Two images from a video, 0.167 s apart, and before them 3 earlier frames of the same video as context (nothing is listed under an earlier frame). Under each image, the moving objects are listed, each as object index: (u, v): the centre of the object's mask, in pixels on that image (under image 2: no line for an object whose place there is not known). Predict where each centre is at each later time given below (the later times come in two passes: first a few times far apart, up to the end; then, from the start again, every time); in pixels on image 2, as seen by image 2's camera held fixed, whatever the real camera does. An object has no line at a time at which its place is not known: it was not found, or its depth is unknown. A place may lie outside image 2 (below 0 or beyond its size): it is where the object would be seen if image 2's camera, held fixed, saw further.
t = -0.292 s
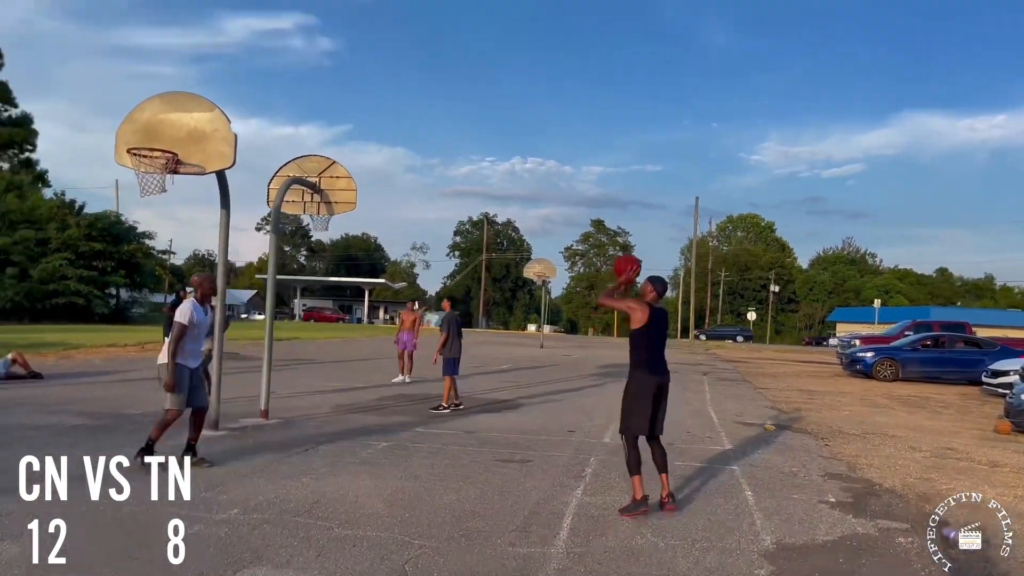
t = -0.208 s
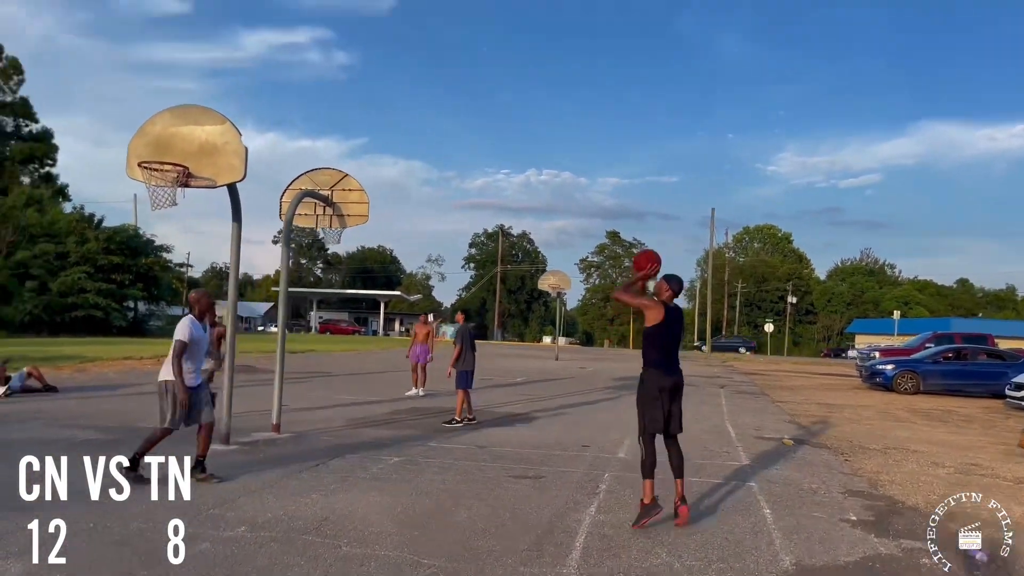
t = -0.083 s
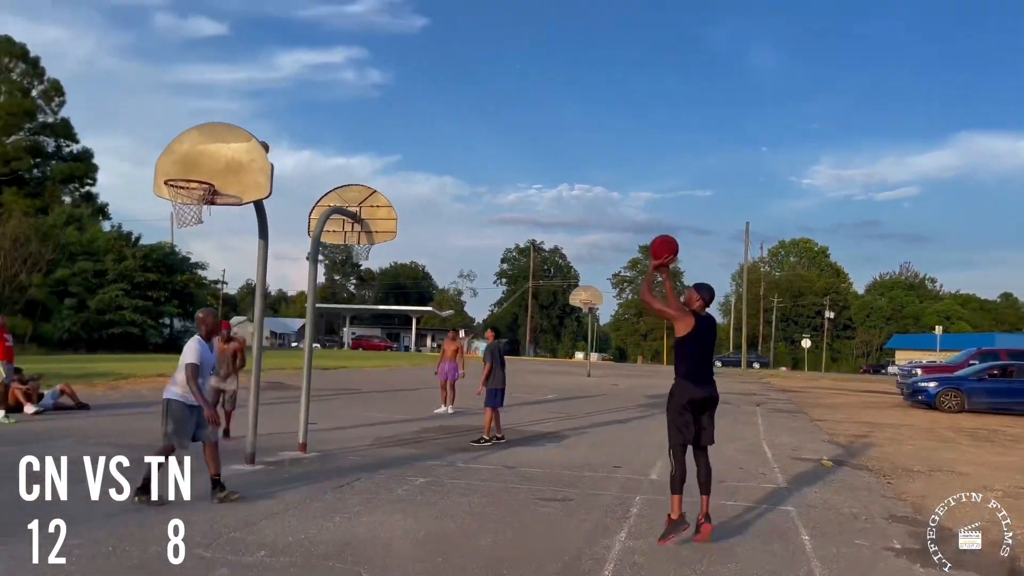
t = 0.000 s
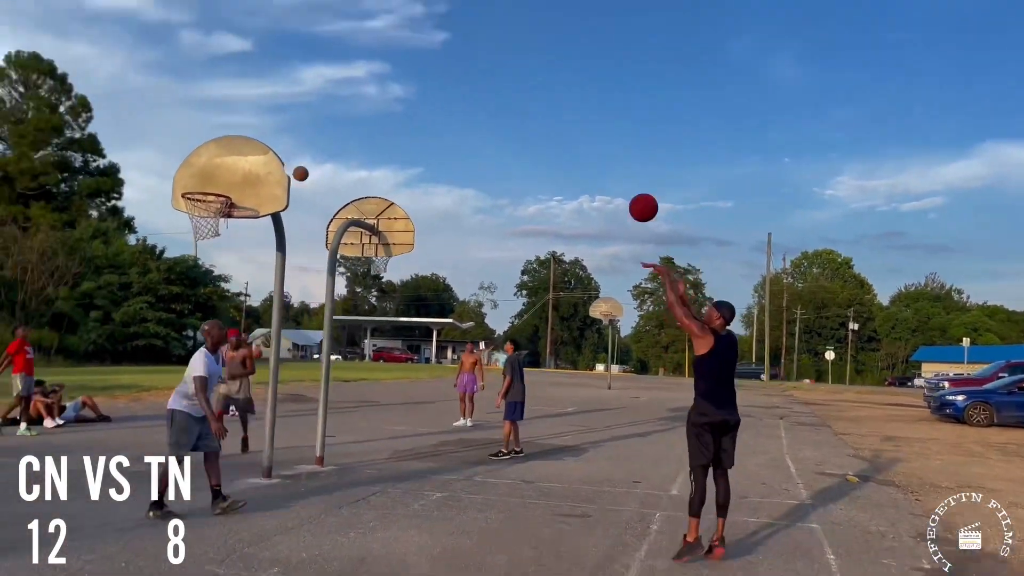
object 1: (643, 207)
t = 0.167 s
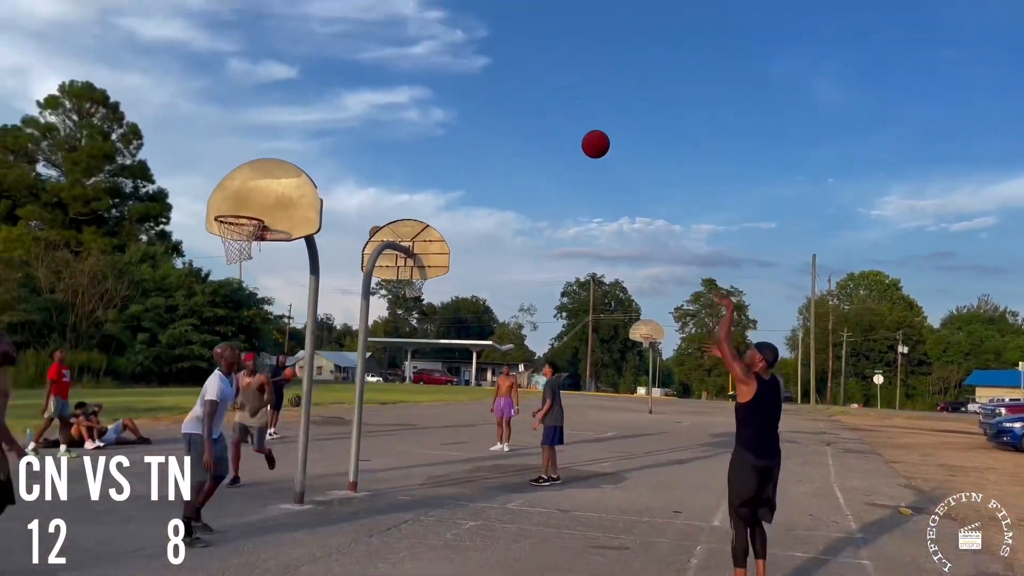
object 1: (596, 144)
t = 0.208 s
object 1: (576, 129)
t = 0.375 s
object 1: (499, 90)
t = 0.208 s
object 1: (576, 129)
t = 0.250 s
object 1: (556, 116)
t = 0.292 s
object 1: (537, 105)
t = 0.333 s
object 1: (518, 96)
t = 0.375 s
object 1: (499, 90)
